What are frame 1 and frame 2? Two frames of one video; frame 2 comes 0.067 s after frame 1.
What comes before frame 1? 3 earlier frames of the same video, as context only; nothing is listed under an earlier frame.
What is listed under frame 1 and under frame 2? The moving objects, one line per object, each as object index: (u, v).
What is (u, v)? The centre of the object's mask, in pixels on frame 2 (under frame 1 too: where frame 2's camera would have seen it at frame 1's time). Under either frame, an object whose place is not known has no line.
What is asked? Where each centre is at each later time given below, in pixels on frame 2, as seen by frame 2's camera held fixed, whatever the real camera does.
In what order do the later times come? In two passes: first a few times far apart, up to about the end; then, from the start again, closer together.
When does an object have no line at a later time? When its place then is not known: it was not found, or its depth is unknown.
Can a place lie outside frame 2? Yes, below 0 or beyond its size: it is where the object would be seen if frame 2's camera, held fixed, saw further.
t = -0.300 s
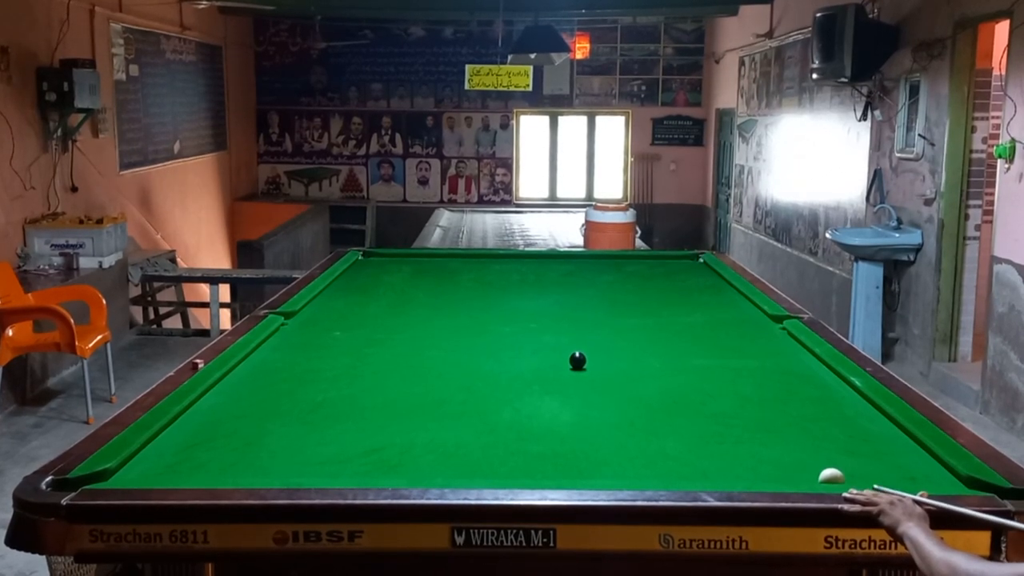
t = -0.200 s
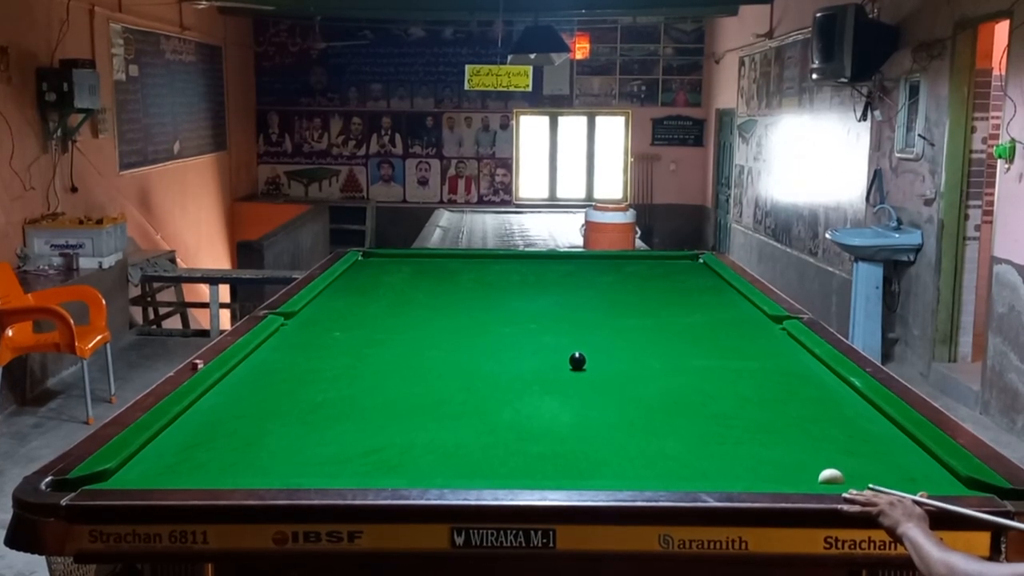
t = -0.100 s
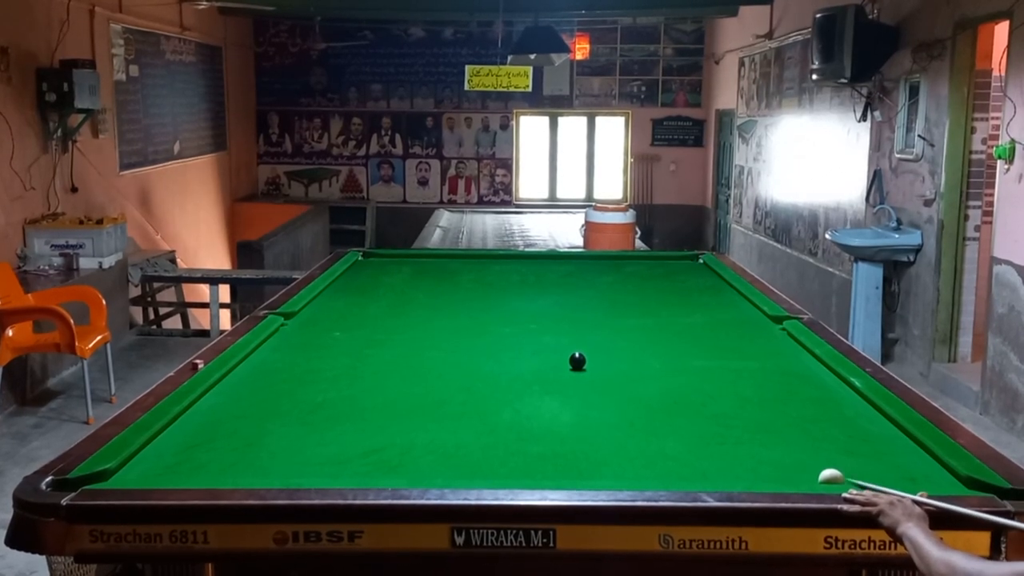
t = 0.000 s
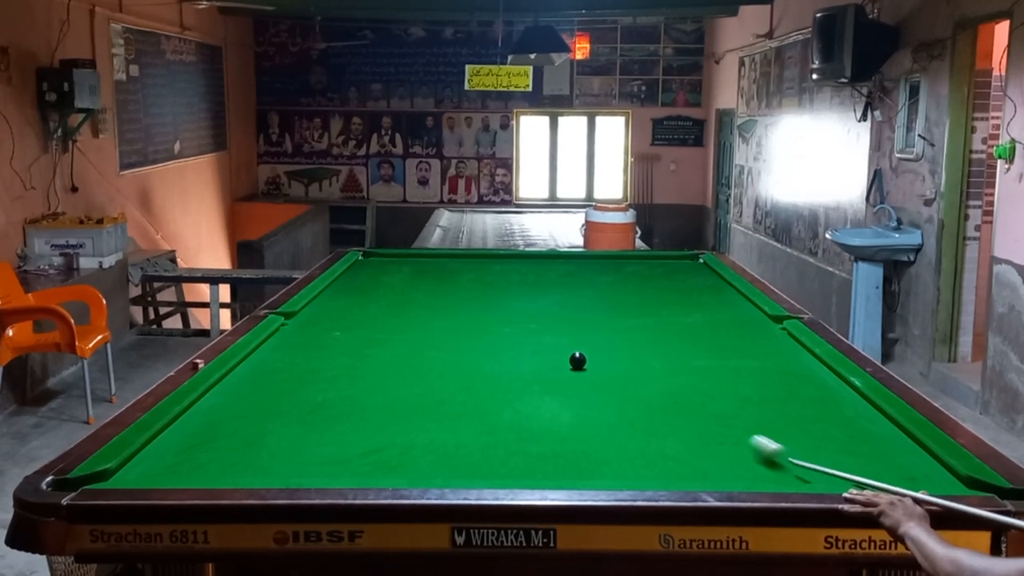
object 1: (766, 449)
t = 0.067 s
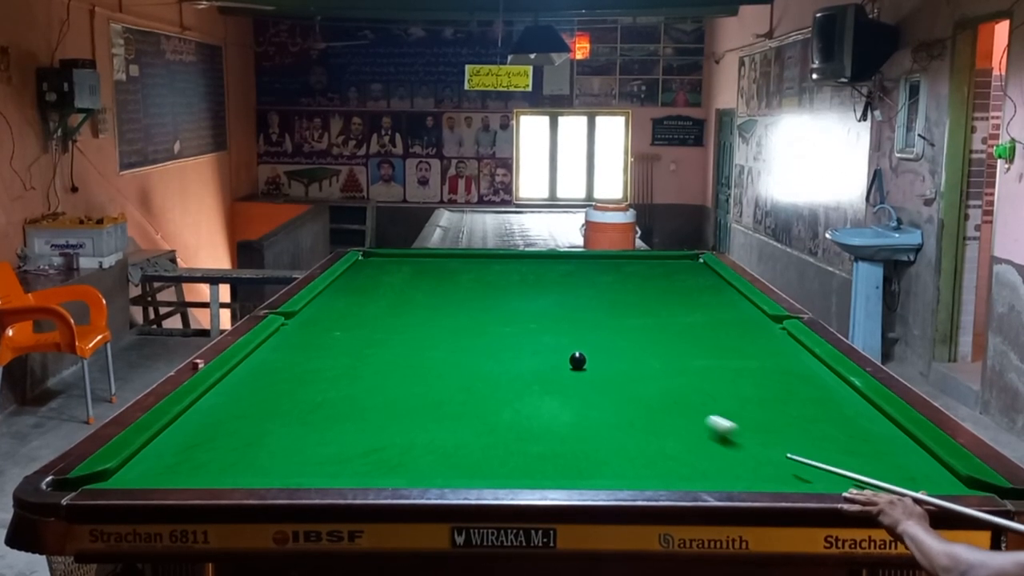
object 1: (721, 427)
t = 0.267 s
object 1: (614, 378)
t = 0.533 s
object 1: (543, 361)
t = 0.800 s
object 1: (487, 350)
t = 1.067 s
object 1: (437, 341)
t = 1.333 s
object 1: (392, 332)
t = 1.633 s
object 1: (346, 324)
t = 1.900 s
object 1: (311, 317)
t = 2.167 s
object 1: (308, 316)
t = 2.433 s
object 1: (332, 319)
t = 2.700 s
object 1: (354, 320)
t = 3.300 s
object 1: (396, 325)
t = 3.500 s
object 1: (411, 330)
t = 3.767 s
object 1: (427, 333)
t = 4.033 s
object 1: (442, 335)
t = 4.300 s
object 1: (456, 337)
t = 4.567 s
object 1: (468, 338)
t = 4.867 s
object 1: (479, 340)
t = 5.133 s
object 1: (488, 341)
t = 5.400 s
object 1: (495, 343)
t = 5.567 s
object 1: (498, 343)
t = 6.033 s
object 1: (506, 344)
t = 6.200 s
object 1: (507, 343)
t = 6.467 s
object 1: (507, 344)
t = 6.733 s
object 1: (507, 344)
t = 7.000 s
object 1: (507, 344)
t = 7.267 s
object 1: (507, 343)
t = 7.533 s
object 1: (507, 344)
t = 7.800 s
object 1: (507, 344)
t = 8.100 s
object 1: (507, 343)
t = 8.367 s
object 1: (507, 344)
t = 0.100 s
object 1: (700, 417)
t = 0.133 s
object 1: (681, 408)
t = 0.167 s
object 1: (662, 400)
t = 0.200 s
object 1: (646, 392)
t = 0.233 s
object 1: (629, 385)
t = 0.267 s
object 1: (614, 378)
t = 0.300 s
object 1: (600, 371)
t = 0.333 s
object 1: (585, 365)
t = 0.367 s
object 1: (577, 364)
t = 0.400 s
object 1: (571, 364)
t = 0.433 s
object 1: (564, 363)
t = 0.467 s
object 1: (558, 363)
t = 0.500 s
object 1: (551, 362)
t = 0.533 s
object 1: (543, 361)
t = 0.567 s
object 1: (536, 360)
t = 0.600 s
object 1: (529, 359)
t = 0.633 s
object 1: (522, 358)
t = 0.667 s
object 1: (515, 356)
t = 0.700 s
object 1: (507, 354)
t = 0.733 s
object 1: (501, 353)
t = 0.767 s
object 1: (494, 352)
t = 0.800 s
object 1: (487, 350)
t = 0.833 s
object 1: (480, 349)
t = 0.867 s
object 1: (474, 348)
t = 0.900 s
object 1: (467, 347)
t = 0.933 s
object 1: (461, 345)
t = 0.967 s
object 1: (455, 344)
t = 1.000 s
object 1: (449, 343)
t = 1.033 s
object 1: (443, 342)
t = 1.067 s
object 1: (437, 341)
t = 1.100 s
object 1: (431, 339)
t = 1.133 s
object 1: (425, 338)
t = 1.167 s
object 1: (419, 337)
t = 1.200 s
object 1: (413, 336)
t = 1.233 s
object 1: (408, 335)
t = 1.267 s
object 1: (402, 334)
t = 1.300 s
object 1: (397, 333)
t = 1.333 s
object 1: (392, 332)
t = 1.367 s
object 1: (387, 331)
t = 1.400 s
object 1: (381, 330)
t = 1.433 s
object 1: (376, 329)
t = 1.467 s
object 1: (371, 328)
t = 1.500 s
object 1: (366, 327)
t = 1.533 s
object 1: (361, 326)
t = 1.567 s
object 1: (356, 325)
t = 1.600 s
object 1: (351, 324)
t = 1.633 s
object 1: (346, 324)
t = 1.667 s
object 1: (342, 323)
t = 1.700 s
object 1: (337, 322)
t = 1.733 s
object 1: (333, 321)
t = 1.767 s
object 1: (328, 320)
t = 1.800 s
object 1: (324, 319)
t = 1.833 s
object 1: (320, 318)
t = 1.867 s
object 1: (315, 318)
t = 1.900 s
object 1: (311, 317)
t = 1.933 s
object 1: (307, 316)
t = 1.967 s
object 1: (302, 315)
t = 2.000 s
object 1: (298, 314)
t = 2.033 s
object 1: (296, 314)
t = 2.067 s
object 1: (299, 314)
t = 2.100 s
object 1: (302, 315)
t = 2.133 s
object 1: (305, 316)
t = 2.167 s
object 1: (308, 316)
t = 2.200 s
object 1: (311, 316)
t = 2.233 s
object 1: (314, 316)
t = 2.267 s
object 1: (317, 317)
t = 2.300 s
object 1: (320, 317)
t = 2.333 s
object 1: (323, 318)
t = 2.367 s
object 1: (326, 318)
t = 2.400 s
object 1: (329, 318)
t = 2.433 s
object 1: (332, 319)
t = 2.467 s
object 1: (334, 319)
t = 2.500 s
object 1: (337, 319)
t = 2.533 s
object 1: (340, 320)
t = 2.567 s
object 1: (343, 320)
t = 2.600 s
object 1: (346, 321)
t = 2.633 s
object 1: (348, 321)
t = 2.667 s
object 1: (351, 322)
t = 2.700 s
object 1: (354, 320)
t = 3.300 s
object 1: (396, 325)
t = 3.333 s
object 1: (400, 329)
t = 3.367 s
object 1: (403, 329)
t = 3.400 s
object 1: (404, 330)
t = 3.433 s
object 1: (407, 330)
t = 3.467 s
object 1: (409, 329)
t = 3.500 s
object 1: (411, 330)
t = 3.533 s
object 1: (413, 331)
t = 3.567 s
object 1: (415, 331)
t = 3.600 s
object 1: (417, 332)
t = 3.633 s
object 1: (419, 332)
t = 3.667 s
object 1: (421, 332)
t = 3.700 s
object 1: (423, 333)
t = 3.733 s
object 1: (425, 333)
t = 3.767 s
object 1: (427, 333)
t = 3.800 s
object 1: (429, 334)
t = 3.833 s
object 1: (431, 333)
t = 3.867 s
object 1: (433, 333)
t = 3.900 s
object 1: (435, 334)
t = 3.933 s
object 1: (437, 334)
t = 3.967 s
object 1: (439, 334)
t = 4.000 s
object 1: (440, 334)
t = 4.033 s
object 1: (442, 335)
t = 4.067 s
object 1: (444, 335)
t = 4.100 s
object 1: (445, 336)
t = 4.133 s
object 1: (447, 335)
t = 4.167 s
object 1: (449, 336)
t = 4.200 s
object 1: (451, 336)
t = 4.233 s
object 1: (453, 336)
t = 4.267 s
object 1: (454, 337)
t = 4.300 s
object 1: (456, 337)
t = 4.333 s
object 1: (457, 337)
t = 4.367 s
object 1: (459, 337)
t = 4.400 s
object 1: (461, 338)
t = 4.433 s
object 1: (462, 338)
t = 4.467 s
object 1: (463, 338)
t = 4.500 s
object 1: (465, 338)
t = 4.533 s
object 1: (466, 338)
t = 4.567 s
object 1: (468, 338)
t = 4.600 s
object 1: (469, 338)
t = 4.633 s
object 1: (471, 339)
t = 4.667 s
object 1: (472, 339)
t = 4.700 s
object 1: (473, 339)
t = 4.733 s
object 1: (474, 340)
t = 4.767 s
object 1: (476, 340)
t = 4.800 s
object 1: (477, 340)
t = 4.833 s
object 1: (478, 340)
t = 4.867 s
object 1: (479, 340)
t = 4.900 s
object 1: (481, 340)
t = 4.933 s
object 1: (481, 340)
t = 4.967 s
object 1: (483, 341)
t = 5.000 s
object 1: (484, 341)
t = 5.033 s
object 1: (485, 341)
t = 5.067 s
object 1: (486, 341)
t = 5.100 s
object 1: (487, 341)
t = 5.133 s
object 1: (488, 341)
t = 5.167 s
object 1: (489, 342)
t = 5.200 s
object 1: (490, 342)
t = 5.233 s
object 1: (491, 342)
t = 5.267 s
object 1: (492, 342)
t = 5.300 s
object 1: (492, 342)
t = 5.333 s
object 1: (493, 342)
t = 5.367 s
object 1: (494, 342)
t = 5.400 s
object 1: (495, 343)
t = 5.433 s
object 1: (496, 343)
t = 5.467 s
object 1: (496, 343)
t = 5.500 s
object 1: (497, 343)
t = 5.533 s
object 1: (498, 343)
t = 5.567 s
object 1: (498, 343)
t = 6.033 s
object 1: (506, 344)
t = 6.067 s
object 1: (506, 343)
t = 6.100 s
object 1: (506, 343)
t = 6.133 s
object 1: (507, 343)
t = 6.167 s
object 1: (507, 344)
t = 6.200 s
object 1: (507, 343)
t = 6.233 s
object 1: (507, 344)
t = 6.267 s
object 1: (507, 343)
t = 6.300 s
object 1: (507, 344)
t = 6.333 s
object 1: (507, 344)
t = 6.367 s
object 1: (507, 344)
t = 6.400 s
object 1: (507, 344)
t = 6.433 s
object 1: (507, 344)
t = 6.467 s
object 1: (507, 344)
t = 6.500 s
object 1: (507, 344)
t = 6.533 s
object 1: (507, 344)
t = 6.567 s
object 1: (507, 344)
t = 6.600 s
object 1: (507, 344)
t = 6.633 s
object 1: (507, 344)
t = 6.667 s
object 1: (507, 344)
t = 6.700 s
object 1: (507, 344)
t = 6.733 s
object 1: (507, 344)
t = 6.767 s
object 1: (507, 343)
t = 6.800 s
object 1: (507, 343)
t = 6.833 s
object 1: (507, 344)
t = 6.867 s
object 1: (507, 344)
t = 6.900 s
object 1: (507, 344)
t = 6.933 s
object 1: (507, 344)
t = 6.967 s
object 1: (507, 344)
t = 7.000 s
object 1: (507, 344)
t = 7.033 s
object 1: (507, 344)
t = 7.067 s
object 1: (507, 344)
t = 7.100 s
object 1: (507, 344)
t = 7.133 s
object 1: (507, 344)
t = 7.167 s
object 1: (507, 344)
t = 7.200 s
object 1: (507, 344)
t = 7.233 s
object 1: (507, 343)
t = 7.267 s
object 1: (507, 343)
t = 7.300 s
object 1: (507, 343)
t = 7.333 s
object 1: (507, 344)
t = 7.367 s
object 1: (507, 344)
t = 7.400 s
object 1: (507, 344)
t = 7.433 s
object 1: (507, 344)
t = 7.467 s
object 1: (507, 344)
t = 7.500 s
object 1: (507, 344)
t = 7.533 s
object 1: (507, 344)
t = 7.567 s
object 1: (507, 344)
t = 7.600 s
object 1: (507, 344)
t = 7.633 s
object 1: (507, 344)
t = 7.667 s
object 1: (507, 344)
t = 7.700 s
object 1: (507, 344)
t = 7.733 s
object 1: (507, 344)
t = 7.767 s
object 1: (507, 344)
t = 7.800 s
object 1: (507, 344)
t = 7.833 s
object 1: (507, 344)
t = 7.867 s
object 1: (507, 344)
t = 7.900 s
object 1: (507, 344)
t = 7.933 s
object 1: (507, 344)
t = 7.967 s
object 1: (507, 344)
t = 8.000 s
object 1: (507, 344)
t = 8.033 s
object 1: (507, 344)
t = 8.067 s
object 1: (507, 344)
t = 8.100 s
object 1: (507, 343)
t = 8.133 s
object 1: (507, 344)
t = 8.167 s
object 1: (507, 344)
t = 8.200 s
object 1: (507, 344)
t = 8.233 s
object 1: (507, 344)
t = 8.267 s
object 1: (507, 344)
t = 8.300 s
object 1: (507, 344)
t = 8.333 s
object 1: (507, 344)
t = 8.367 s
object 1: (507, 344)
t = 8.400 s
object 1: (507, 344)
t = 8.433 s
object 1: (507, 343)
